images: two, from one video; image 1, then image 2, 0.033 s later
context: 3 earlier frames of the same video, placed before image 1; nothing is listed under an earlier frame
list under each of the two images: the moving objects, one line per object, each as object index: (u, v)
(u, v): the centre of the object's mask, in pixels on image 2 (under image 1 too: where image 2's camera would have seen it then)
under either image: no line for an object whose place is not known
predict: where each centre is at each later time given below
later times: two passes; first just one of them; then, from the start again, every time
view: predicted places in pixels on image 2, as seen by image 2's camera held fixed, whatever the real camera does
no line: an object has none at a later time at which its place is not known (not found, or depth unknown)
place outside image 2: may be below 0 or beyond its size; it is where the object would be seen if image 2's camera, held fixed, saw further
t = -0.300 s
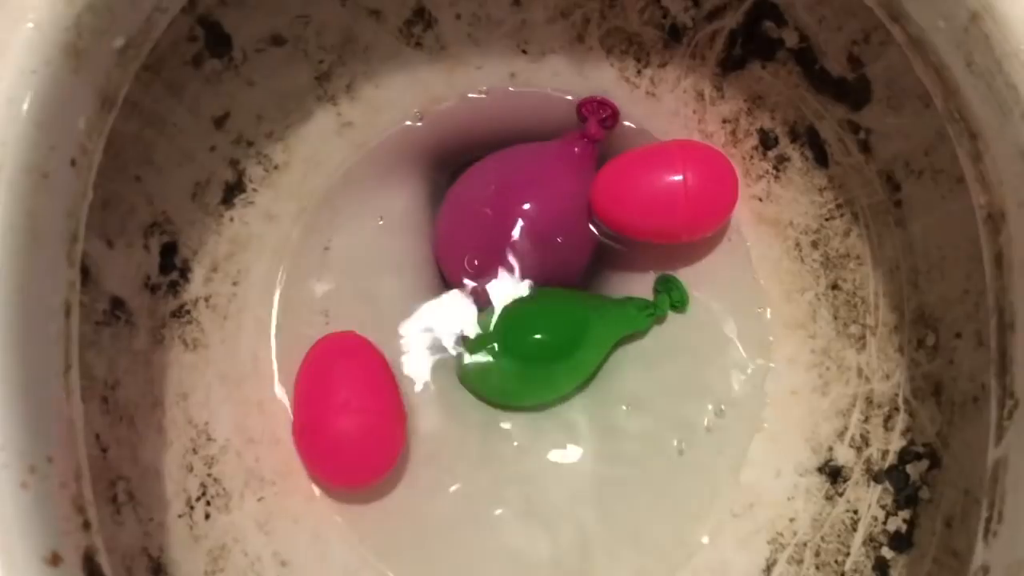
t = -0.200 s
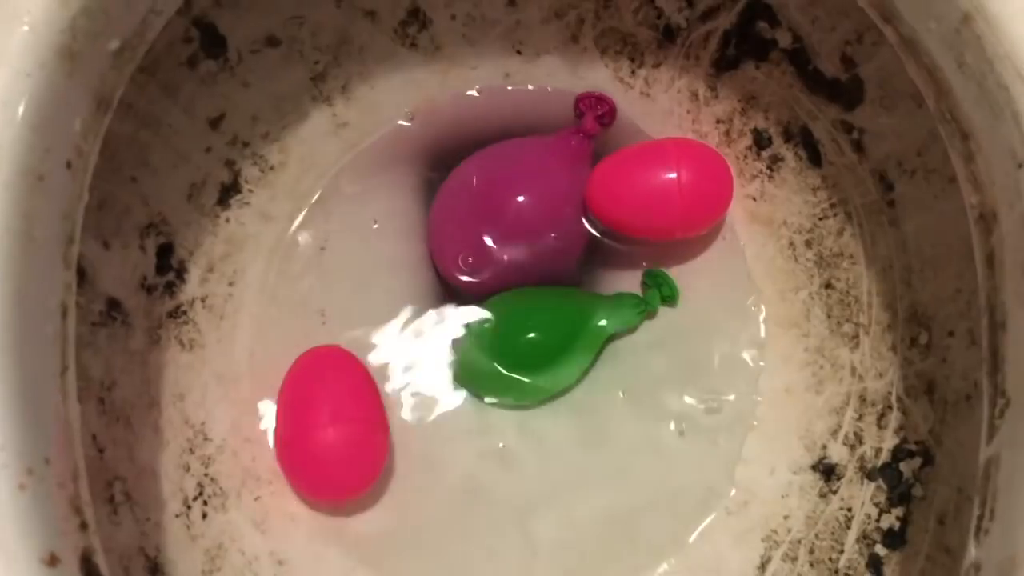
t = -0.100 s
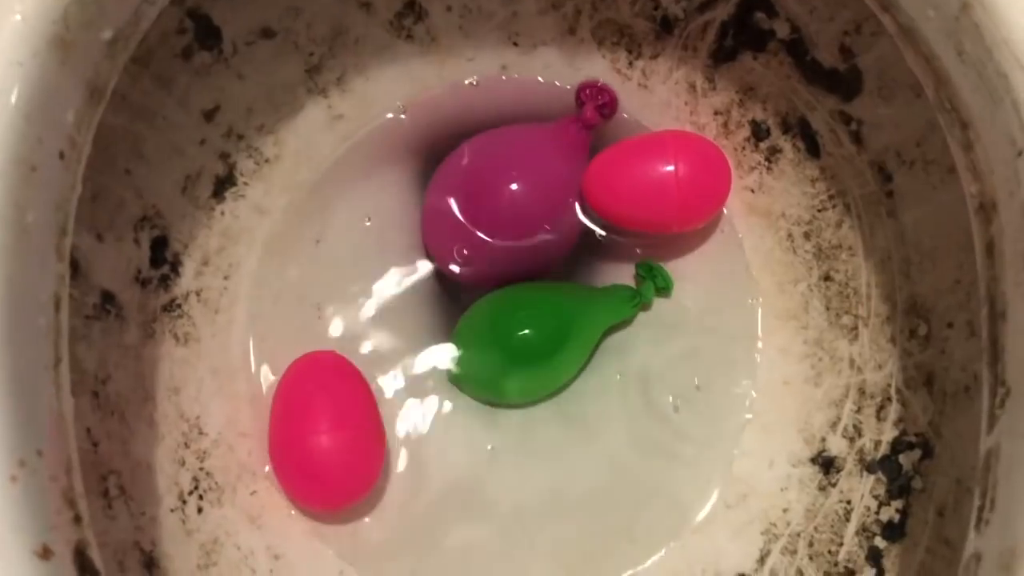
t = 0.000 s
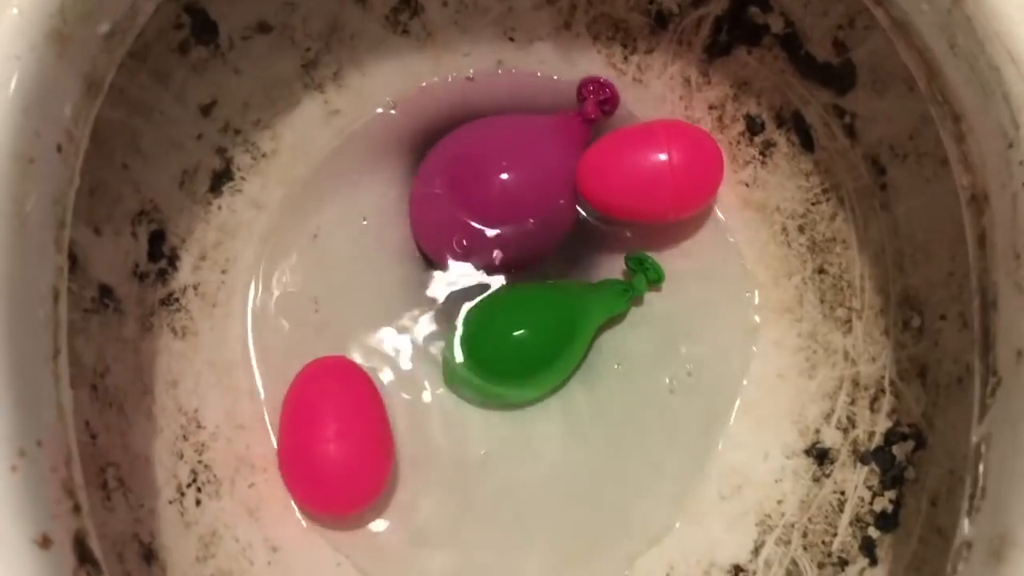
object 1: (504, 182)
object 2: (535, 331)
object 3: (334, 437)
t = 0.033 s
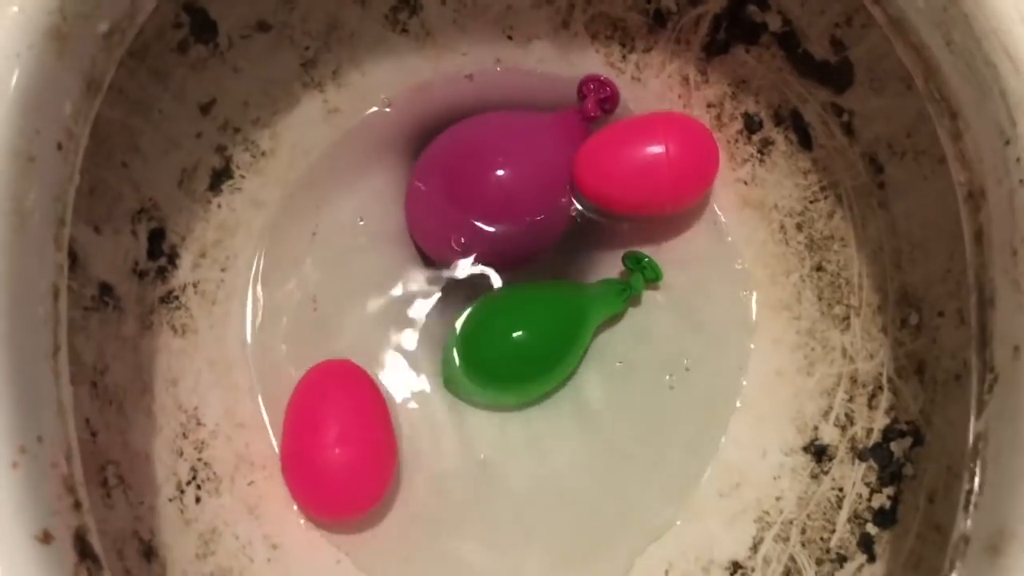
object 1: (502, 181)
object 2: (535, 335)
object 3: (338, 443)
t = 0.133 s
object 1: (491, 184)
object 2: (537, 351)
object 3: (344, 464)
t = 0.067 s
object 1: (499, 179)
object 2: (535, 340)
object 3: (341, 450)
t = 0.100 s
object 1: (495, 182)
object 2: (535, 345)
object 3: (343, 457)
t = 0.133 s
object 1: (491, 184)
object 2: (537, 351)
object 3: (344, 464)
